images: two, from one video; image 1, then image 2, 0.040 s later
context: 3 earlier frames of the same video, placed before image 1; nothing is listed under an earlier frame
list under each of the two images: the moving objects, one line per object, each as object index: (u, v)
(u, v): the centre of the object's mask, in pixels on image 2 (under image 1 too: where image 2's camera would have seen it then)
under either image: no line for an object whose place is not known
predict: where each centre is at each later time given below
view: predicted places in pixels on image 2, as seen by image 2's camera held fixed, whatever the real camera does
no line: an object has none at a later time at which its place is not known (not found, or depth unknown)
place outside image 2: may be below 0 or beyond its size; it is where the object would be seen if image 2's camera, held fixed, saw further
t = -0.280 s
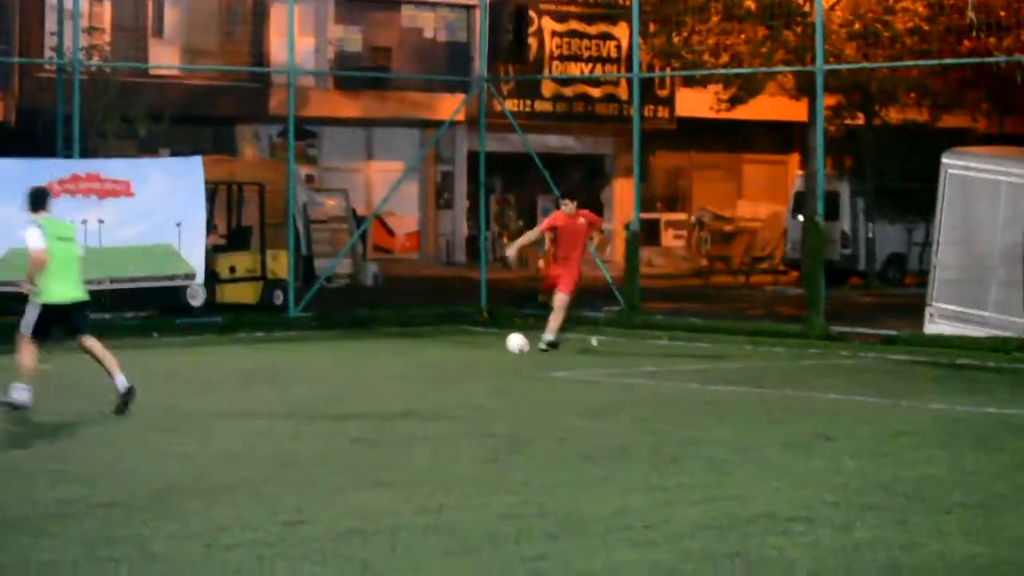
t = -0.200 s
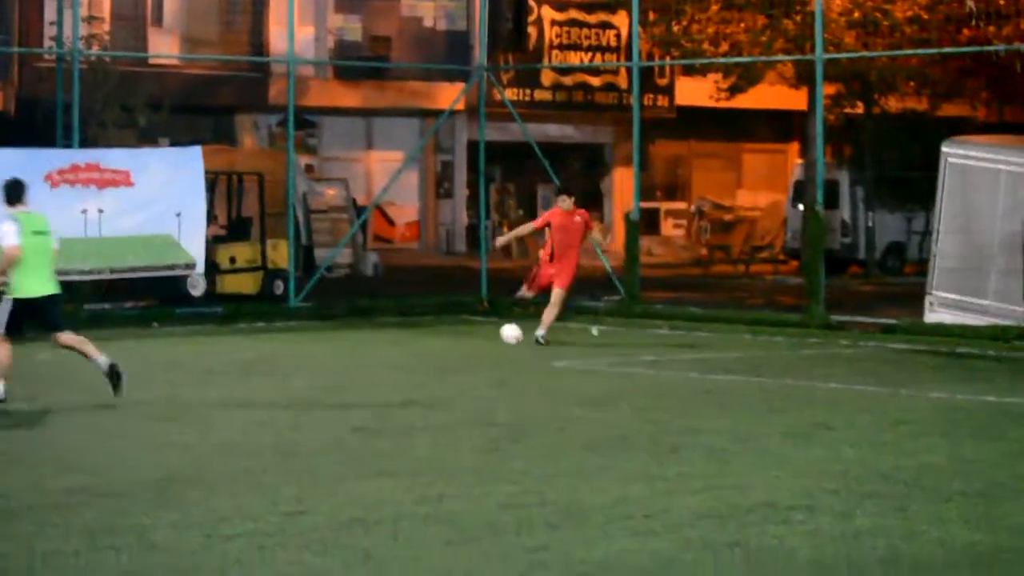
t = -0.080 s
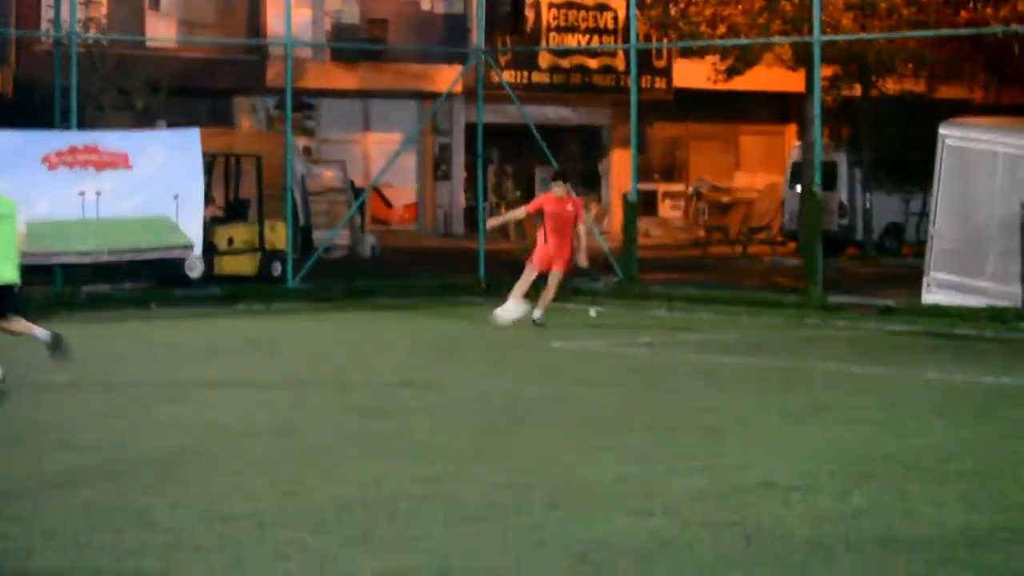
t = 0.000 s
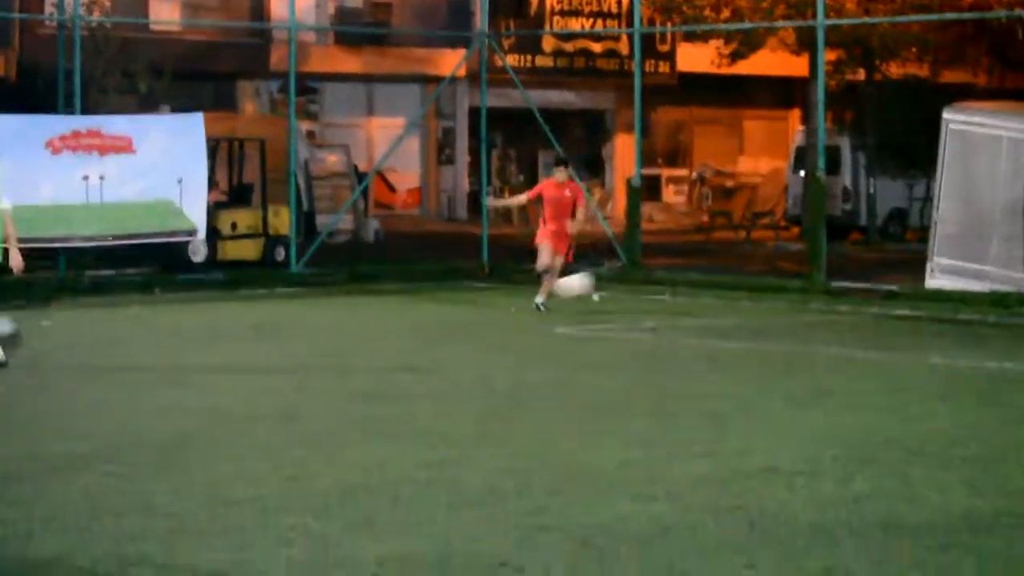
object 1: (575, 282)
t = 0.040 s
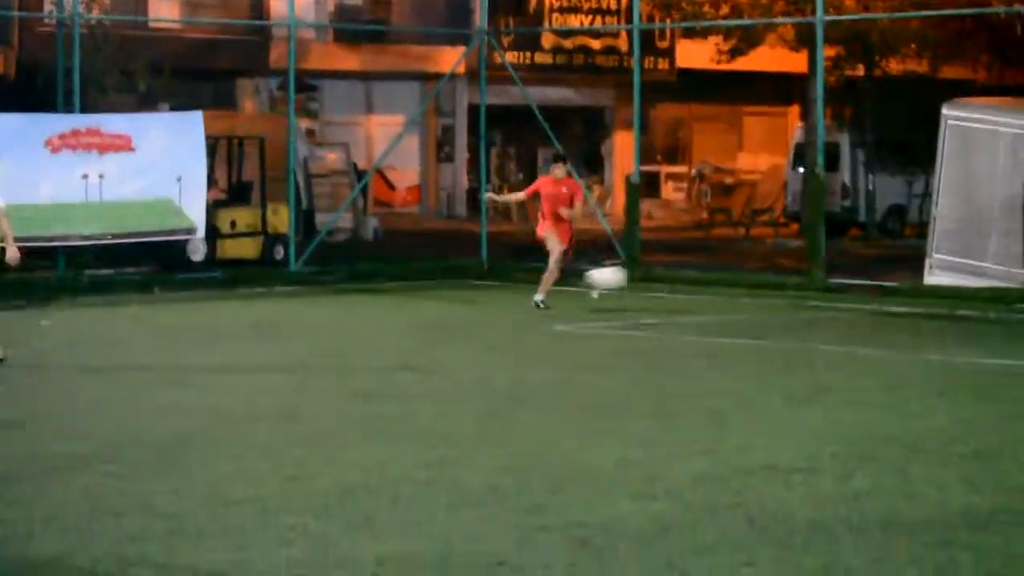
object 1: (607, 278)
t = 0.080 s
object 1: (641, 274)
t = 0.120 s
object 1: (677, 272)
